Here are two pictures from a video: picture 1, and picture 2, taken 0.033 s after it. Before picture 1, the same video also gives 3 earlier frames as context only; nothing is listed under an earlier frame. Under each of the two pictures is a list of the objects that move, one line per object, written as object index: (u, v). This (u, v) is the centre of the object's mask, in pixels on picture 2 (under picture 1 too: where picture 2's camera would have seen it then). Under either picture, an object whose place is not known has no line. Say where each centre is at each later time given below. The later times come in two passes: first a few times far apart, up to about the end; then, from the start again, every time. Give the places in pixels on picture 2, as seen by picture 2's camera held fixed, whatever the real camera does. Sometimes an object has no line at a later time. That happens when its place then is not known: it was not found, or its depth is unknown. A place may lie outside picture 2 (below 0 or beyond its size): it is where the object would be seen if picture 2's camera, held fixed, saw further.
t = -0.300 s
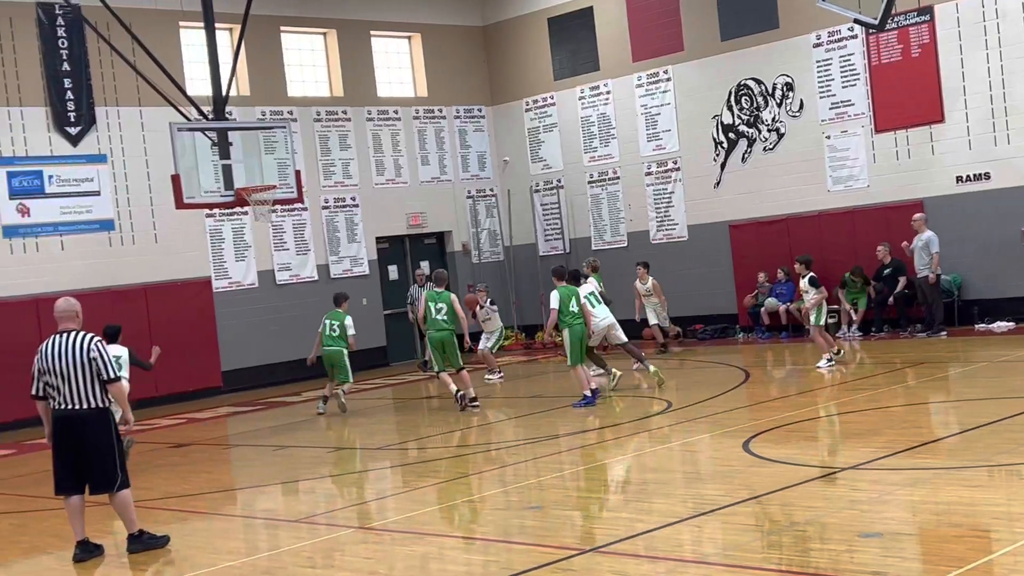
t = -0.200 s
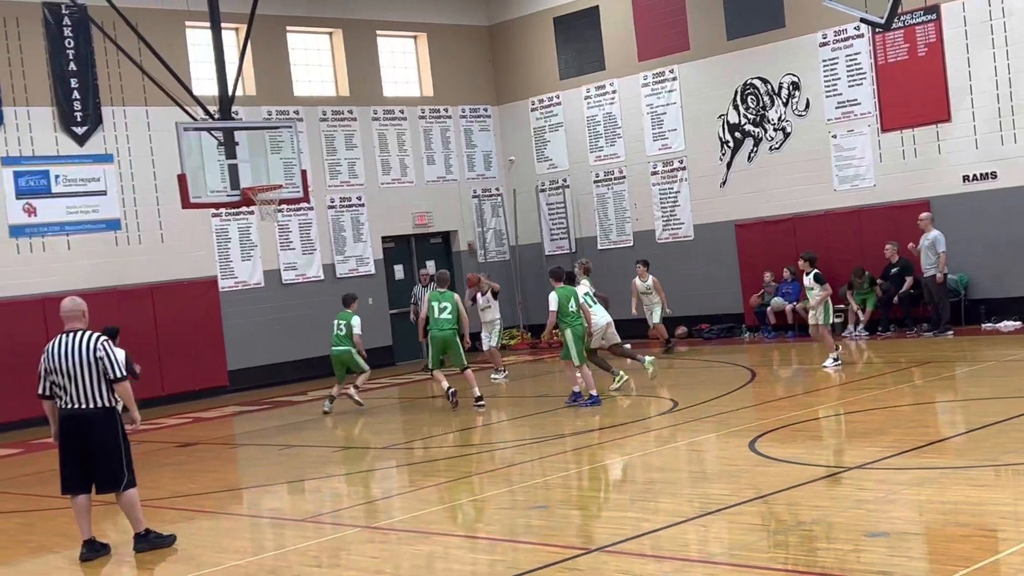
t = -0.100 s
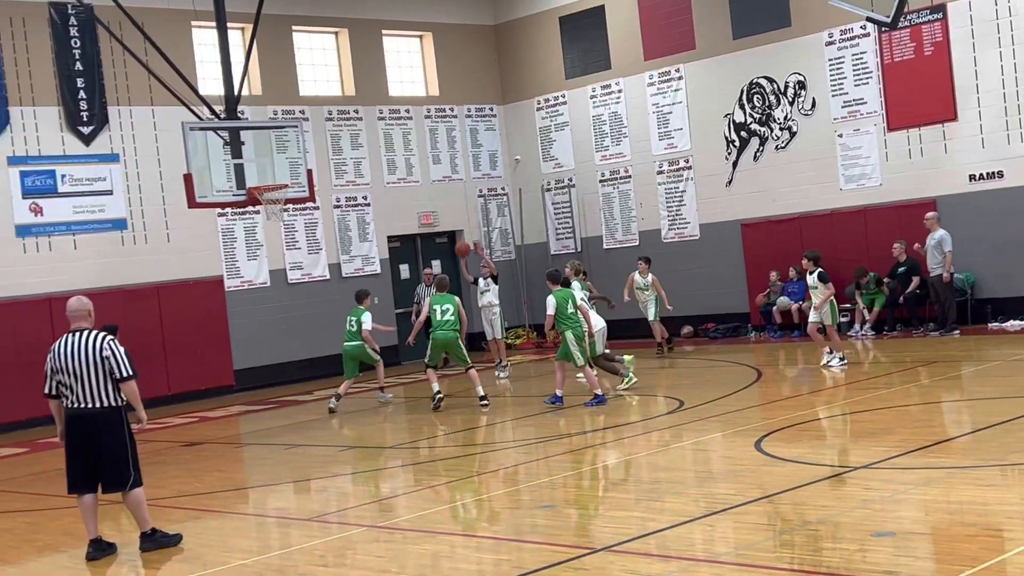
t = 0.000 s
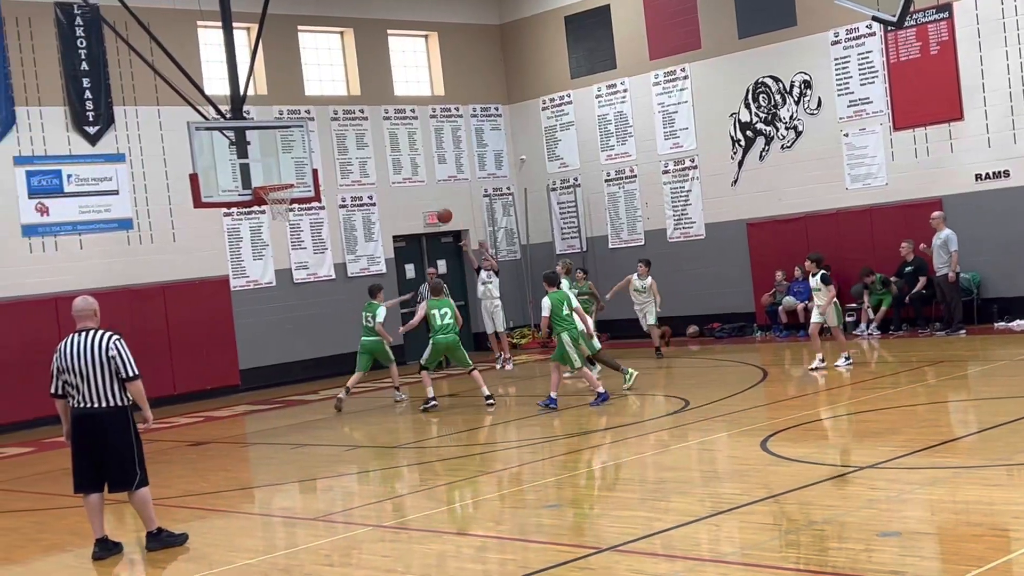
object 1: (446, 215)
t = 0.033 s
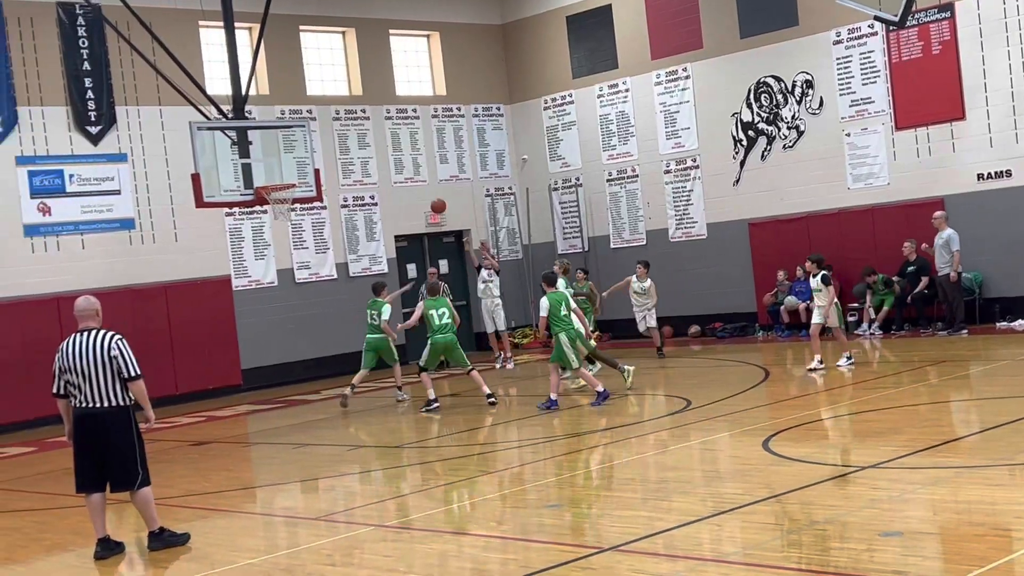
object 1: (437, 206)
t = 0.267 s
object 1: (384, 158)
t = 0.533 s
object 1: (324, 147)
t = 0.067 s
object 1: (430, 197)
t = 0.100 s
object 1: (422, 189)
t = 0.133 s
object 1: (414, 181)
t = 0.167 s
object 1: (404, 174)
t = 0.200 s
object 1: (400, 168)
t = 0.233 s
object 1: (392, 162)
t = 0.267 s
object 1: (384, 158)
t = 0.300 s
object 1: (377, 154)
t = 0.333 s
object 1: (369, 151)
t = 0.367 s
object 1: (362, 148)
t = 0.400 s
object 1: (355, 147)
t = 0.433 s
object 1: (347, 146)
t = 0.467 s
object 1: (339, 146)
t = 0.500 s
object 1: (332, 146)
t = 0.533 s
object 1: (324, 147)
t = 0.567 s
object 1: (317, 149)
